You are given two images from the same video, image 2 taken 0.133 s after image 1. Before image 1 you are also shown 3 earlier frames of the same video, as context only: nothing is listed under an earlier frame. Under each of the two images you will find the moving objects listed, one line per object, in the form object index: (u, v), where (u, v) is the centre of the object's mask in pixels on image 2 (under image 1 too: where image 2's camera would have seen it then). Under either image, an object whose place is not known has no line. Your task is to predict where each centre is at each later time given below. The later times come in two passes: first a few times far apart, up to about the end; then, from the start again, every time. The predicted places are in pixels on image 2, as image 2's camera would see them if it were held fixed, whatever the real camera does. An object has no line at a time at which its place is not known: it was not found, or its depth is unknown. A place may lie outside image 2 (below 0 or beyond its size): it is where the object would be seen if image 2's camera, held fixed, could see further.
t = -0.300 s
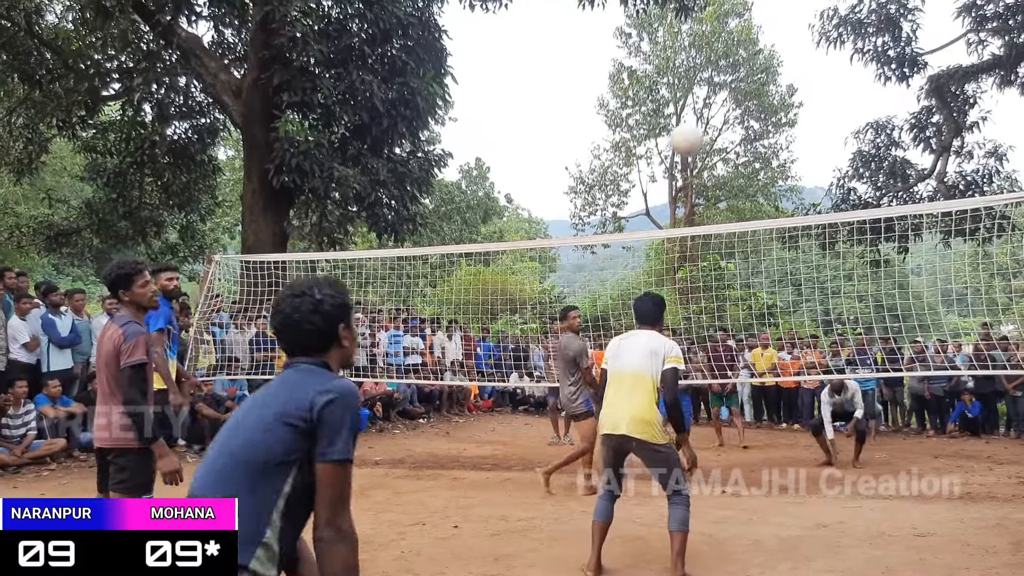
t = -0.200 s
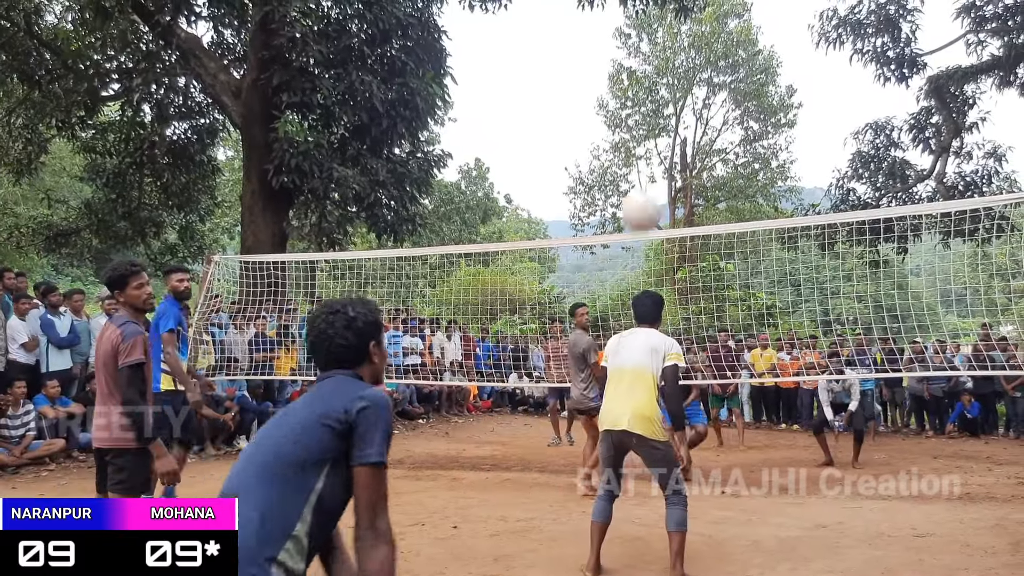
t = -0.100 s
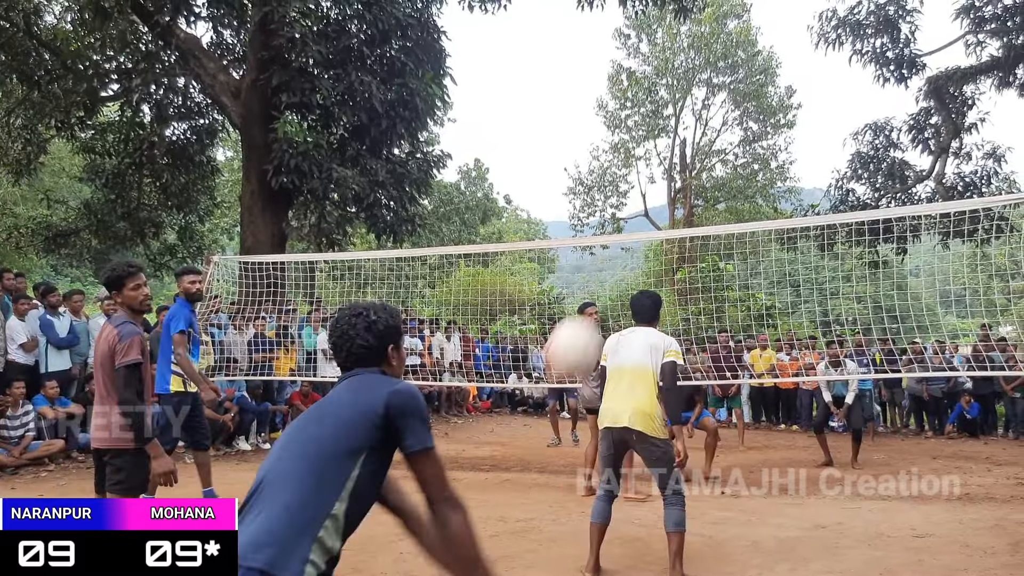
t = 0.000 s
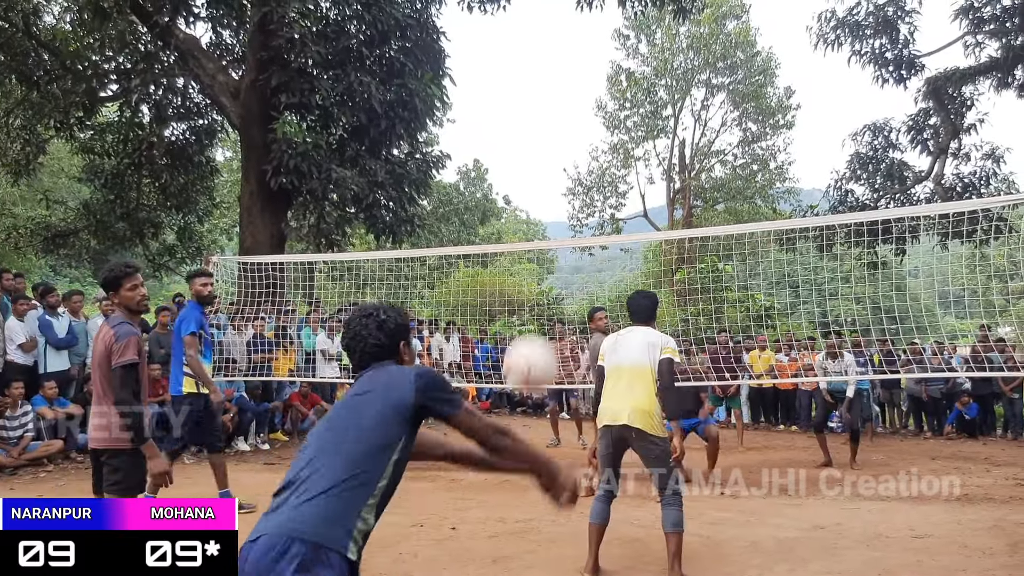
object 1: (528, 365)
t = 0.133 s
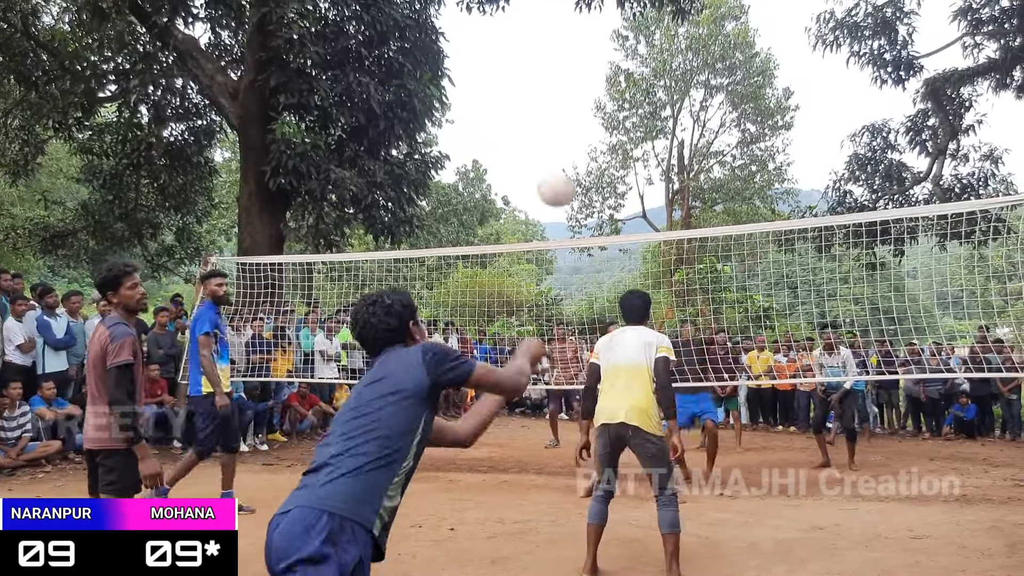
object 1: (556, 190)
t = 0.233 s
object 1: (568, 129)
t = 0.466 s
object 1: (582, 92)
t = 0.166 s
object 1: (561, 166)
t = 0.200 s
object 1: (565, 145)
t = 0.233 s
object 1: (568, 129)
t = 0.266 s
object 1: (571, 116)
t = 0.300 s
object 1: (573, 107)
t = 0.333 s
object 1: (575, 101)
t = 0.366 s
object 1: (577, 96)
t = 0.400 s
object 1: (579, 93)
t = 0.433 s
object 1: (580, 92)
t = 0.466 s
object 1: (582, 92)
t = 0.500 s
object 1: (583, 94)
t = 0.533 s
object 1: (584, 96)
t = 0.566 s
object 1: (585, 100)
